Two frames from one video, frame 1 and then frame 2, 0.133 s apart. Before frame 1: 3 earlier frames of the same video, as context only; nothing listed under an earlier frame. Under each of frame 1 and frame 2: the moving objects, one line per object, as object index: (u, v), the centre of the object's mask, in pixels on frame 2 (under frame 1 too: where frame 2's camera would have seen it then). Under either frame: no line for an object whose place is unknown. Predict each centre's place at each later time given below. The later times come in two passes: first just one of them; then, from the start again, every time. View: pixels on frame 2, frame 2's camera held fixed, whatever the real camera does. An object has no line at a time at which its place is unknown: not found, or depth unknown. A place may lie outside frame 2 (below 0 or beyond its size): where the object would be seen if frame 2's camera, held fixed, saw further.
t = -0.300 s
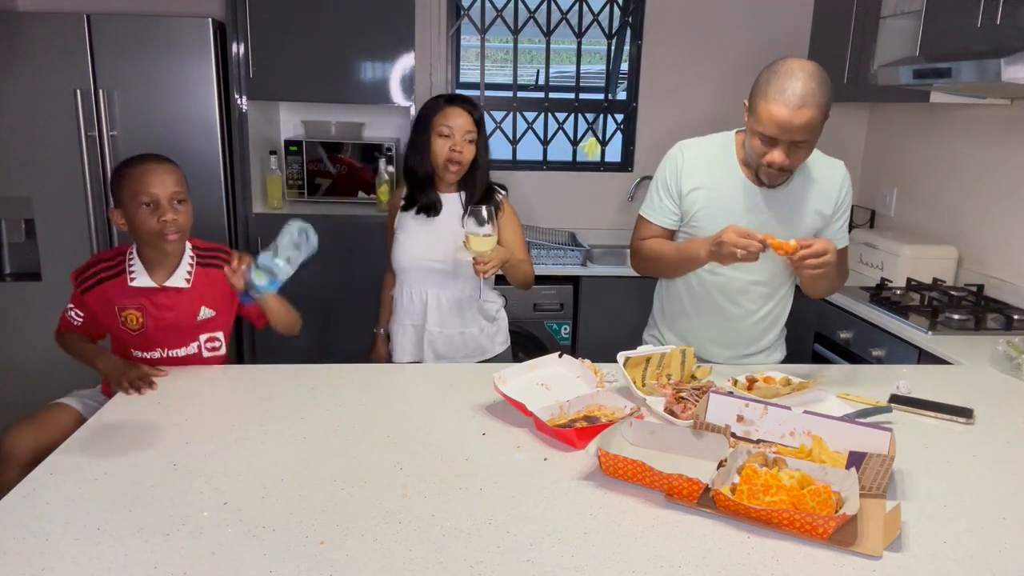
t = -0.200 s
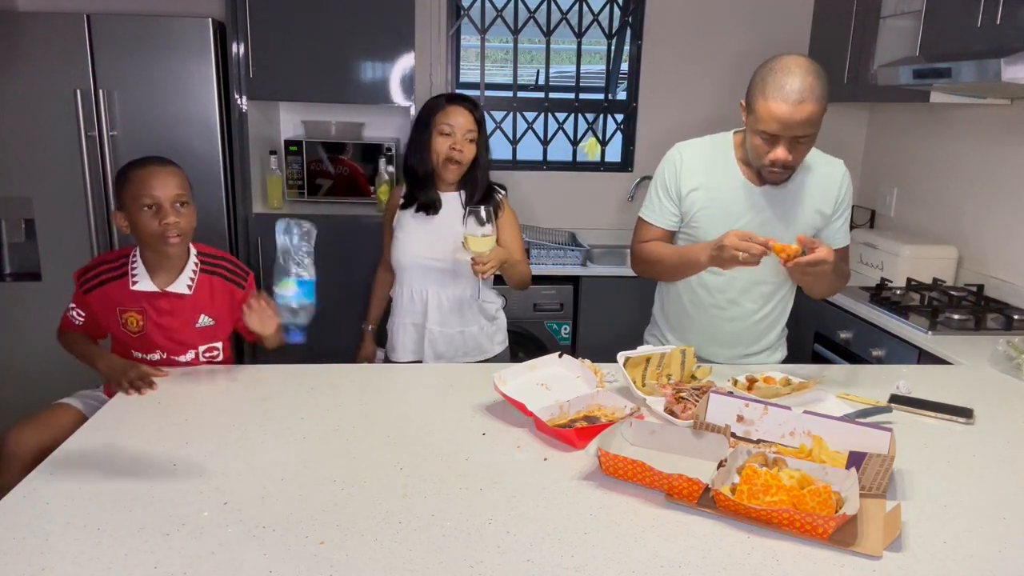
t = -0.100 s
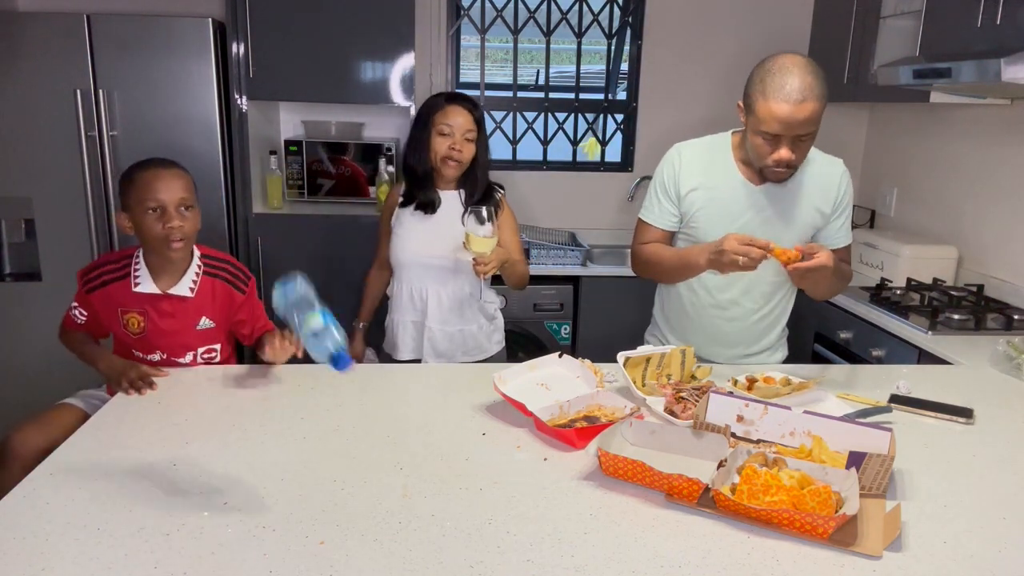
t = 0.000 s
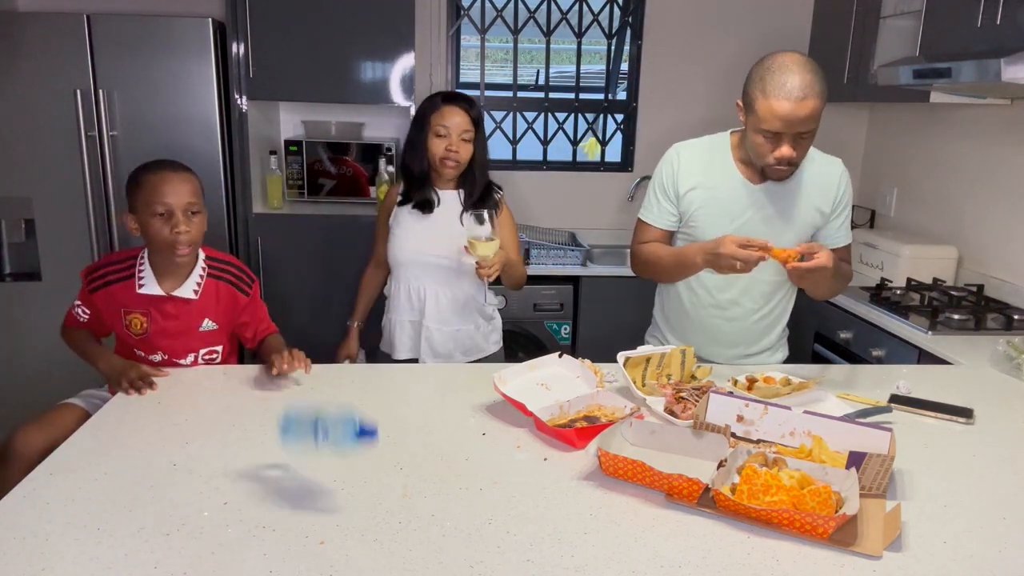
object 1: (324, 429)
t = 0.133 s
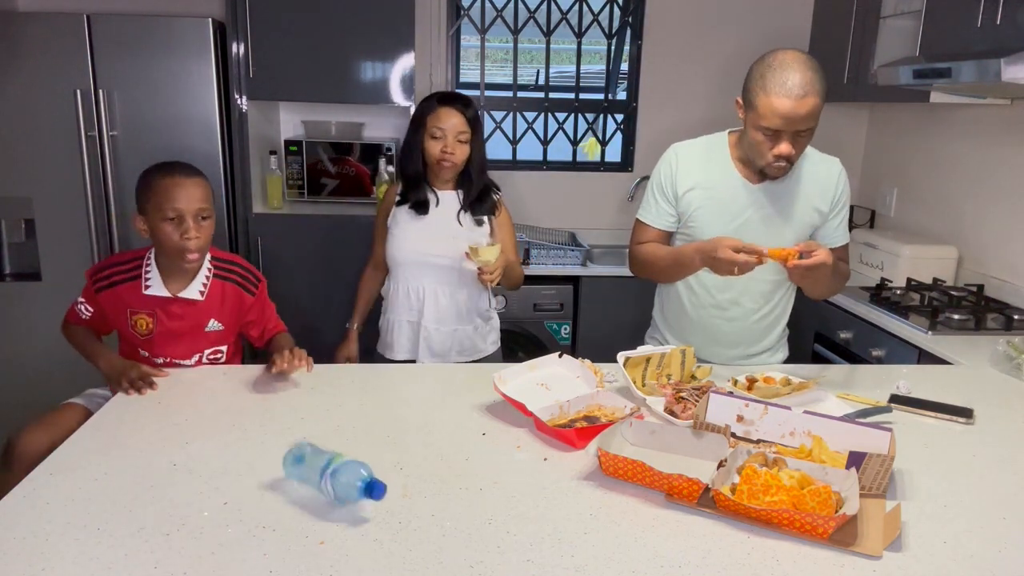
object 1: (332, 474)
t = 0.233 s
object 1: (341, 487)
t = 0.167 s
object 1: (335, 482)
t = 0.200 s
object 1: (339, 484)
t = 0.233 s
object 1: (341, 487)
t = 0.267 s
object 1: (342, 490)
